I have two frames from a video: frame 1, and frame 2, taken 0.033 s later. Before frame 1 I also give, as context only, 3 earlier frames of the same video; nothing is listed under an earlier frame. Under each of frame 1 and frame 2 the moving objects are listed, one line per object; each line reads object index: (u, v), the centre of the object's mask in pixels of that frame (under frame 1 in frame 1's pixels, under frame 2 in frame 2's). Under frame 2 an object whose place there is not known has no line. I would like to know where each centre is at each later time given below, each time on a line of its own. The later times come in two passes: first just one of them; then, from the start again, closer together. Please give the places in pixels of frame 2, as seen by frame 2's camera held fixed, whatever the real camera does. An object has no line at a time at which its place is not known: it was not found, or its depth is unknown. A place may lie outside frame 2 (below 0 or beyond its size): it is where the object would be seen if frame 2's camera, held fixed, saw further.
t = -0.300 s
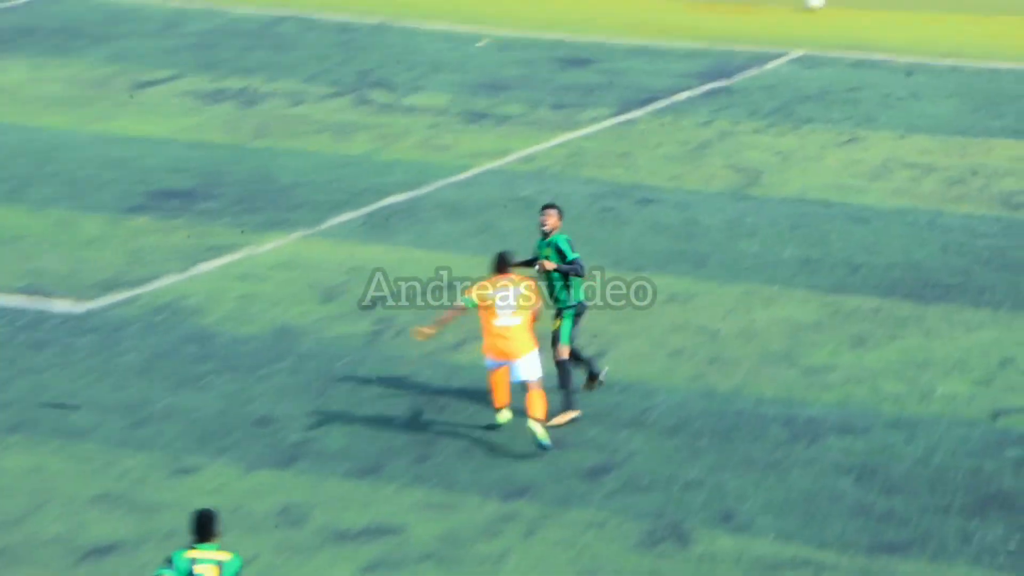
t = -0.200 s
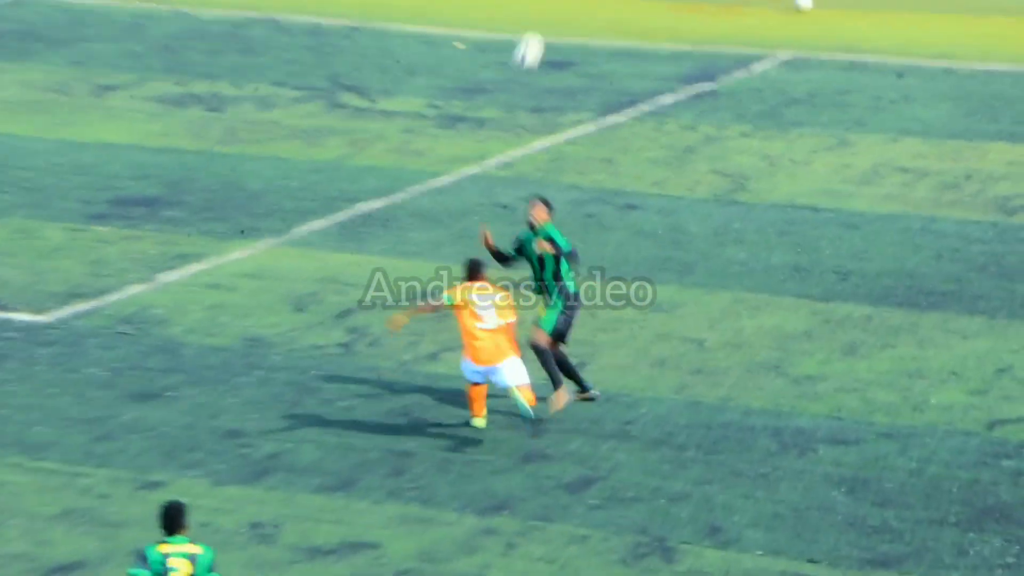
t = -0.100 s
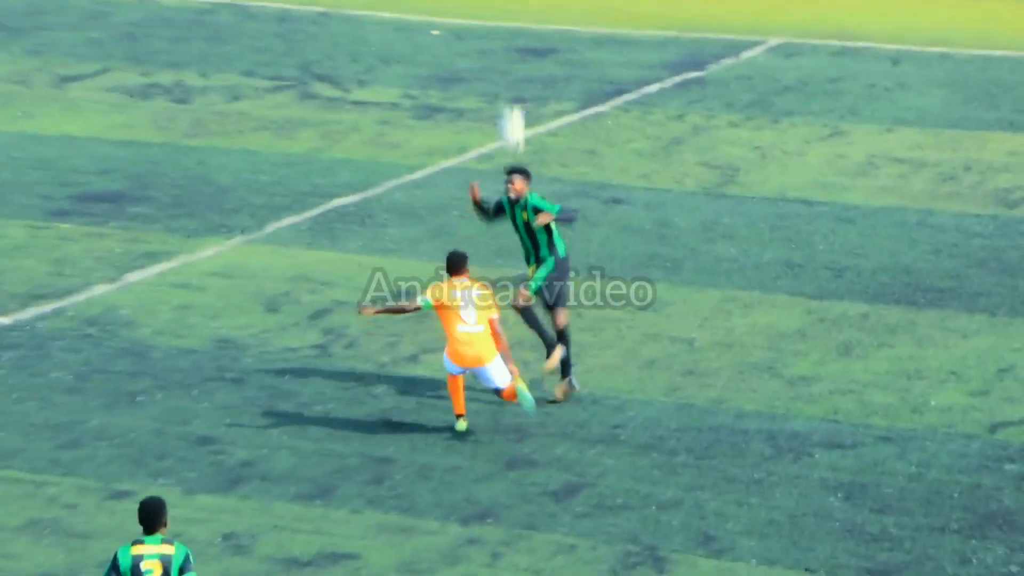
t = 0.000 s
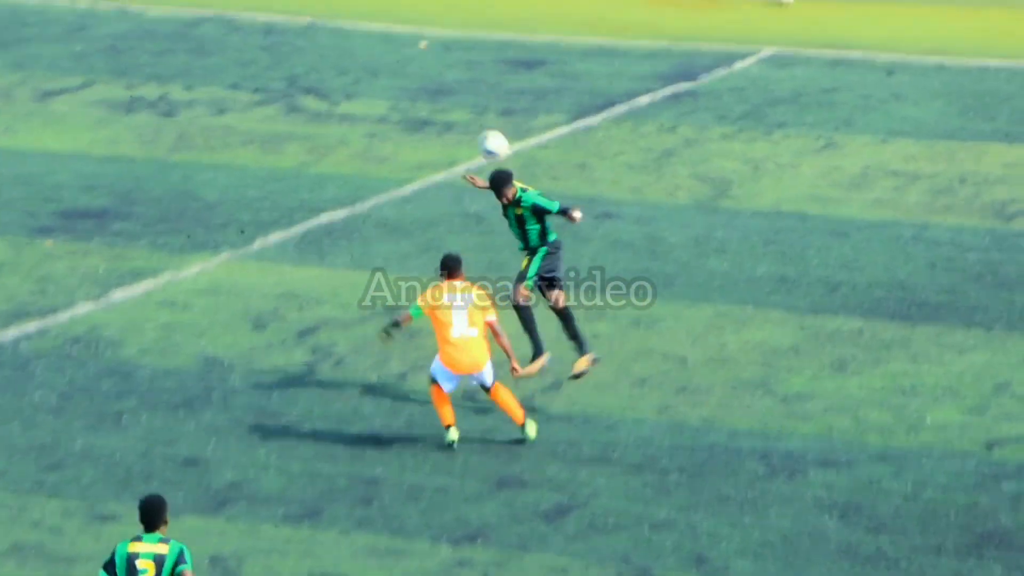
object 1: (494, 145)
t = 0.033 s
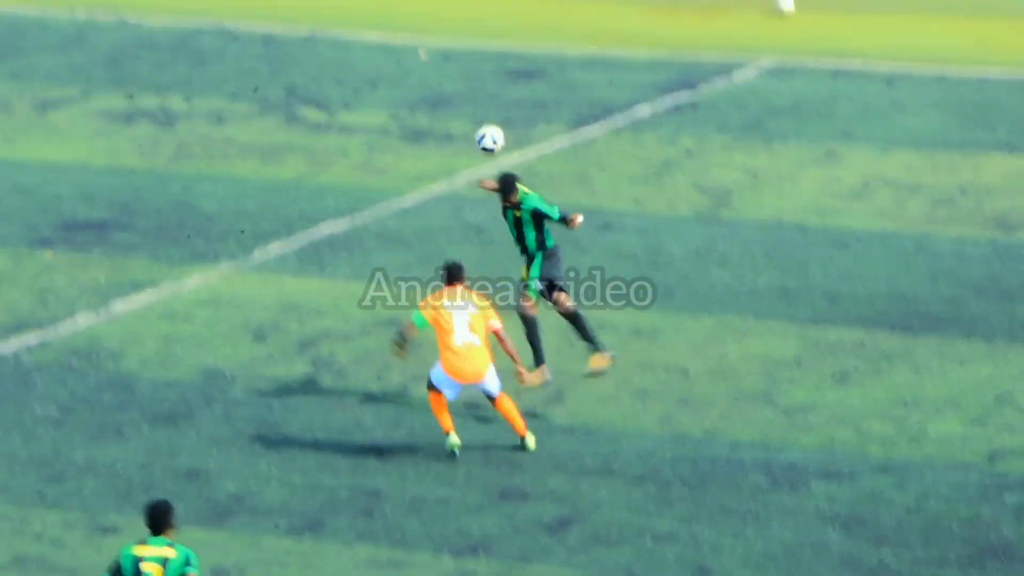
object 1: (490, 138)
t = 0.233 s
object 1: (465, 58)
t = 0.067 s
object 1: (487, 123)
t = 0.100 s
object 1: (481, 107)
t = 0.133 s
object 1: (478, 95)
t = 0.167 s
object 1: (473, 82)
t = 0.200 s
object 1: (470, 69)
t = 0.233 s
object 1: (465, 58)
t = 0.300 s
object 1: (457, 43)
